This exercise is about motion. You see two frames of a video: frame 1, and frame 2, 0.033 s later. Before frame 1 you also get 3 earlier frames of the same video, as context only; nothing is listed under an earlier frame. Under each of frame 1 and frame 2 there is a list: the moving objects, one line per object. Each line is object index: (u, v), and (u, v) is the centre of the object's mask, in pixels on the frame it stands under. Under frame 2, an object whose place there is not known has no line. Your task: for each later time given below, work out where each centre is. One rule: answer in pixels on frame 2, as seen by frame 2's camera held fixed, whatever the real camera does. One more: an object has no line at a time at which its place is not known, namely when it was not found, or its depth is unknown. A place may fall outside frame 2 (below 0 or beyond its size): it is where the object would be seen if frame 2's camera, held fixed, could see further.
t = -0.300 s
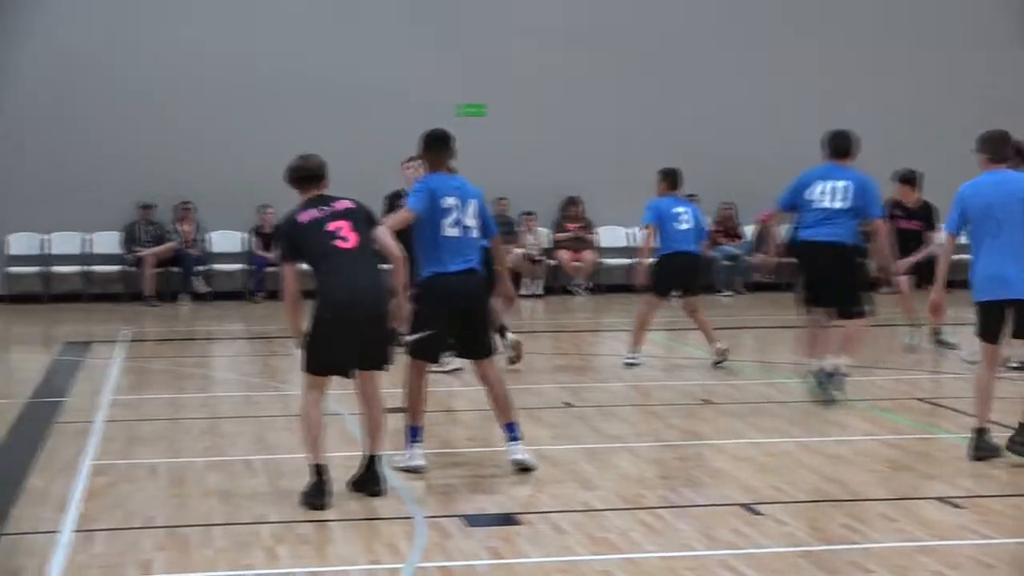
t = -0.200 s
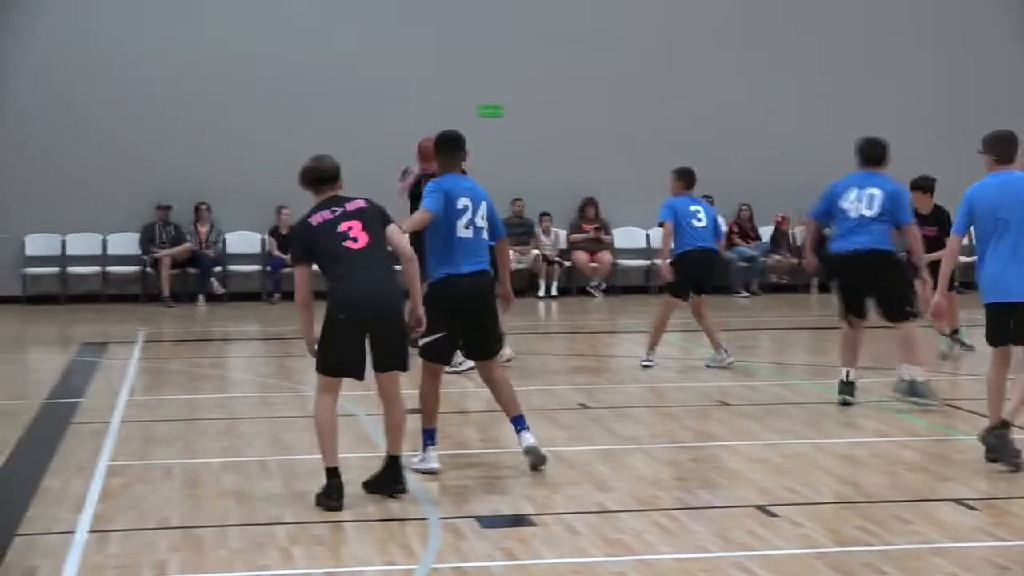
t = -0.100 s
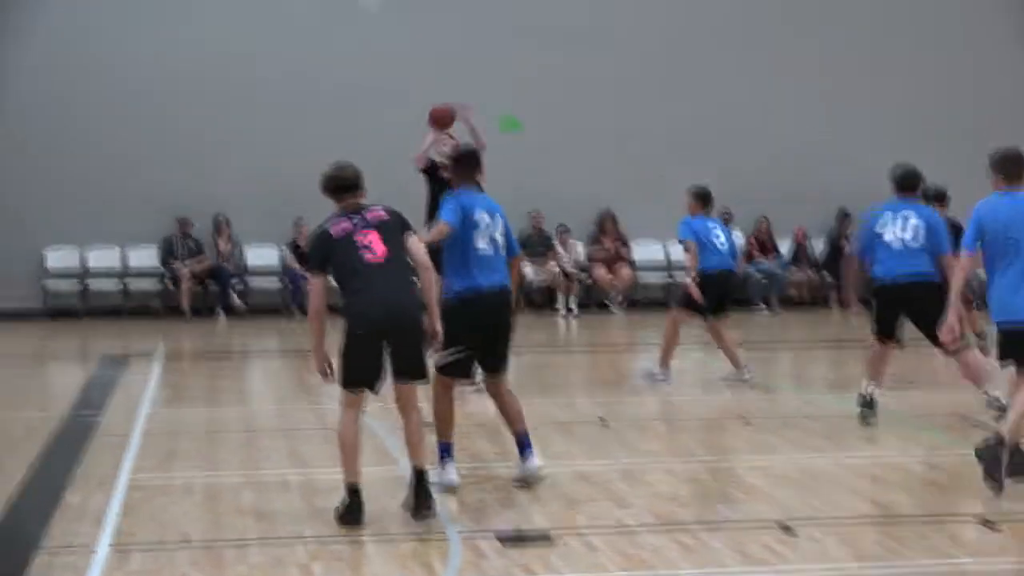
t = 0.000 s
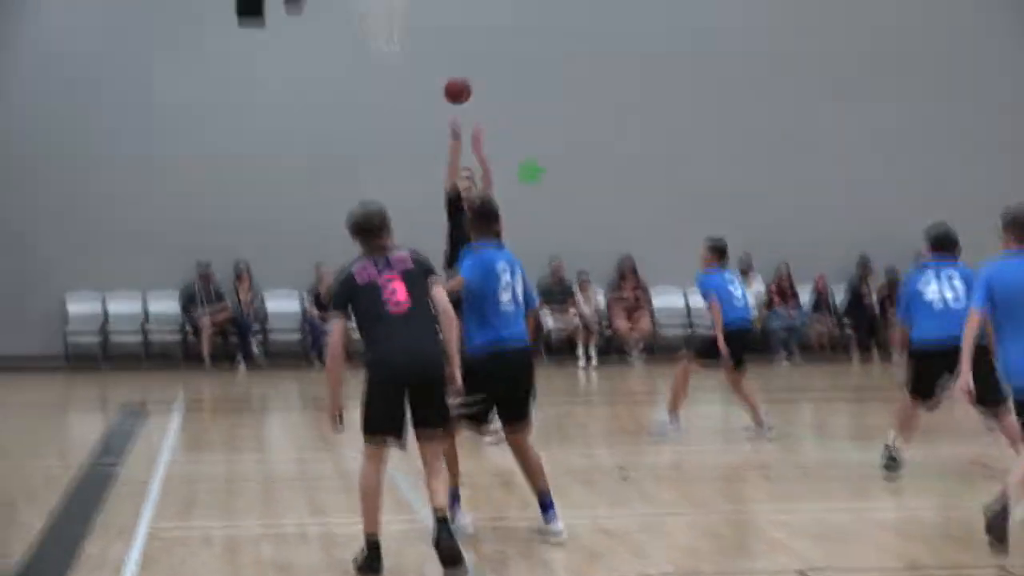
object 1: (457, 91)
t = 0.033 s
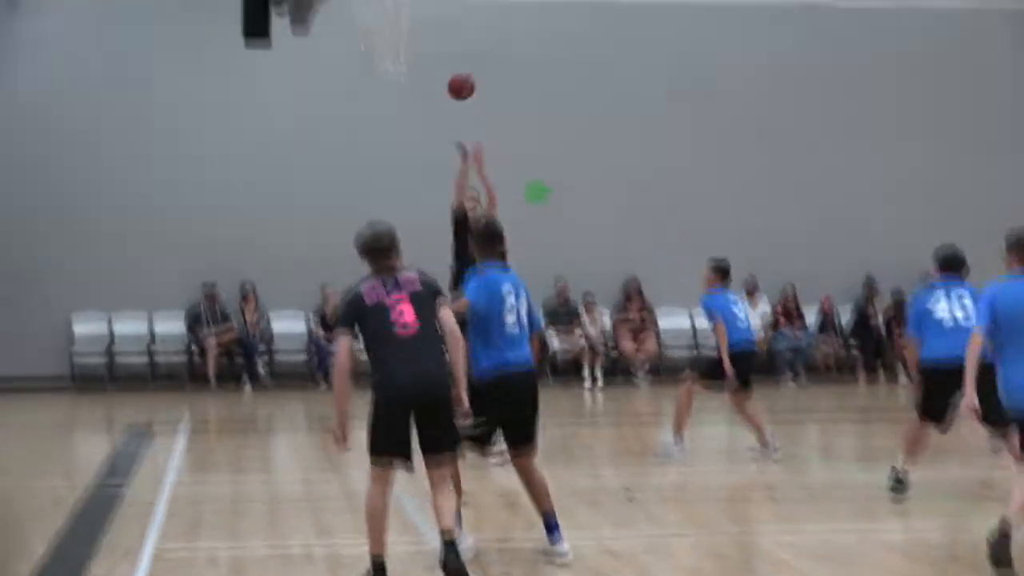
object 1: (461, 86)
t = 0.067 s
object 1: (457, 60)
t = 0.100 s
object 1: (454, 36)
